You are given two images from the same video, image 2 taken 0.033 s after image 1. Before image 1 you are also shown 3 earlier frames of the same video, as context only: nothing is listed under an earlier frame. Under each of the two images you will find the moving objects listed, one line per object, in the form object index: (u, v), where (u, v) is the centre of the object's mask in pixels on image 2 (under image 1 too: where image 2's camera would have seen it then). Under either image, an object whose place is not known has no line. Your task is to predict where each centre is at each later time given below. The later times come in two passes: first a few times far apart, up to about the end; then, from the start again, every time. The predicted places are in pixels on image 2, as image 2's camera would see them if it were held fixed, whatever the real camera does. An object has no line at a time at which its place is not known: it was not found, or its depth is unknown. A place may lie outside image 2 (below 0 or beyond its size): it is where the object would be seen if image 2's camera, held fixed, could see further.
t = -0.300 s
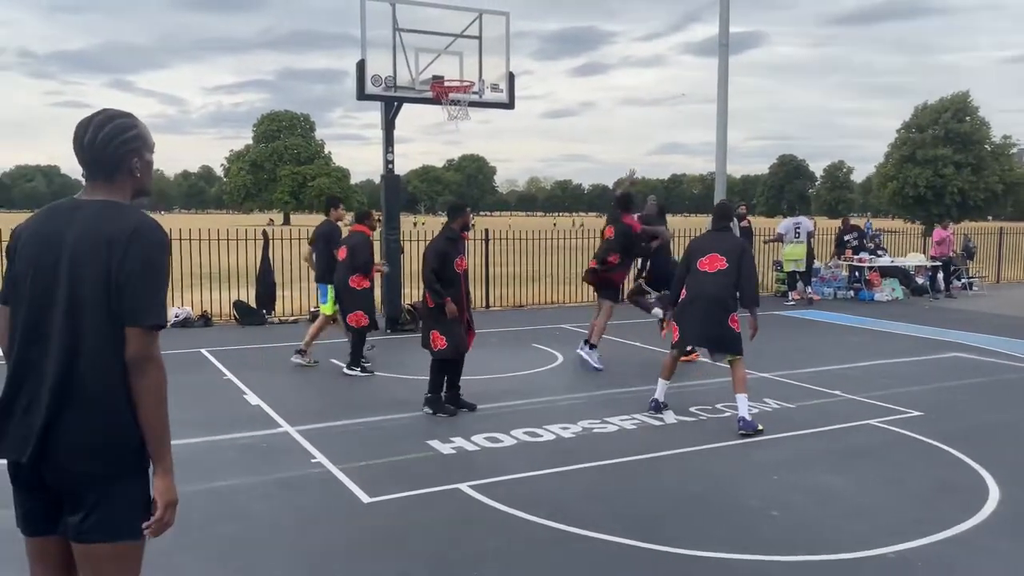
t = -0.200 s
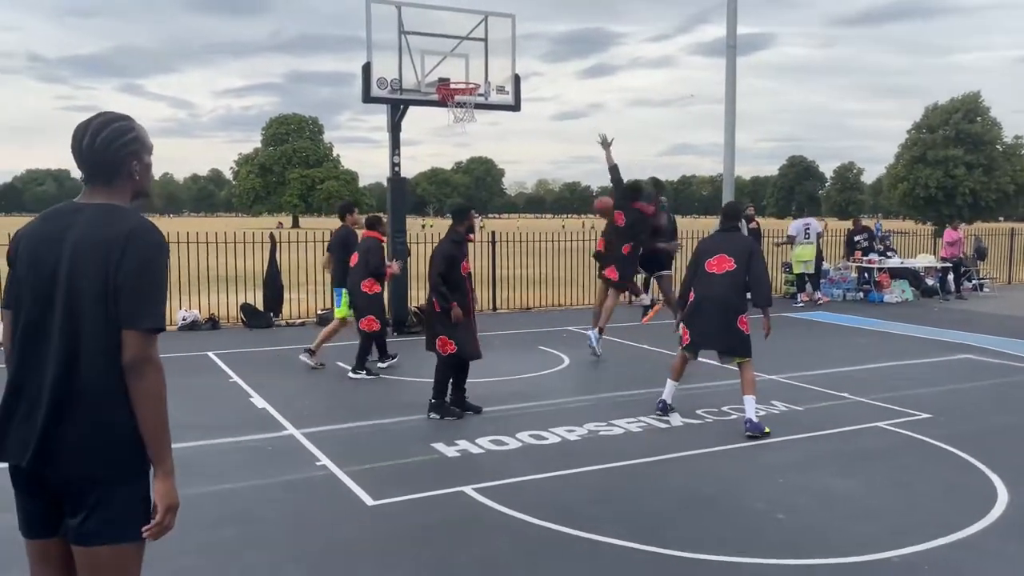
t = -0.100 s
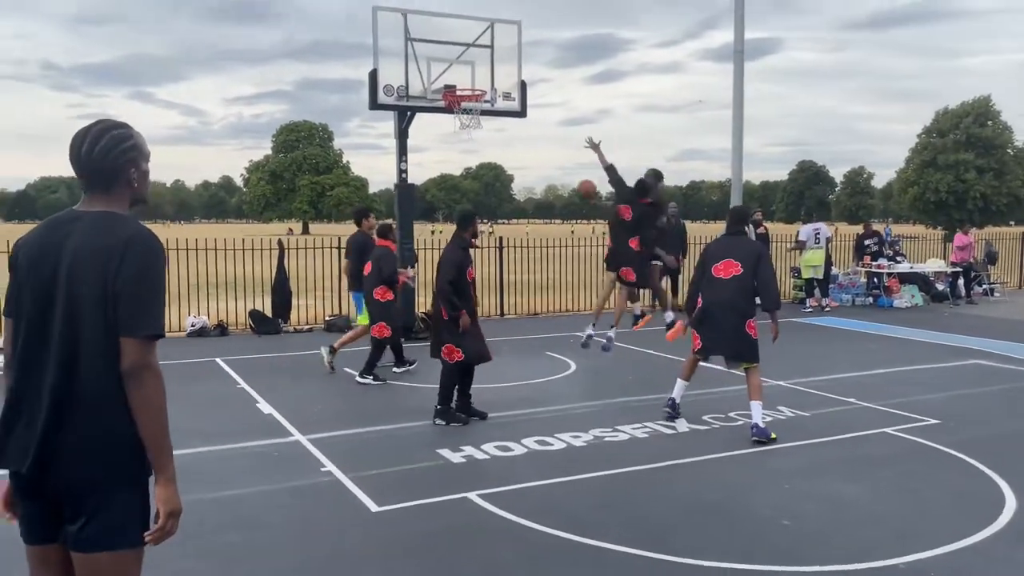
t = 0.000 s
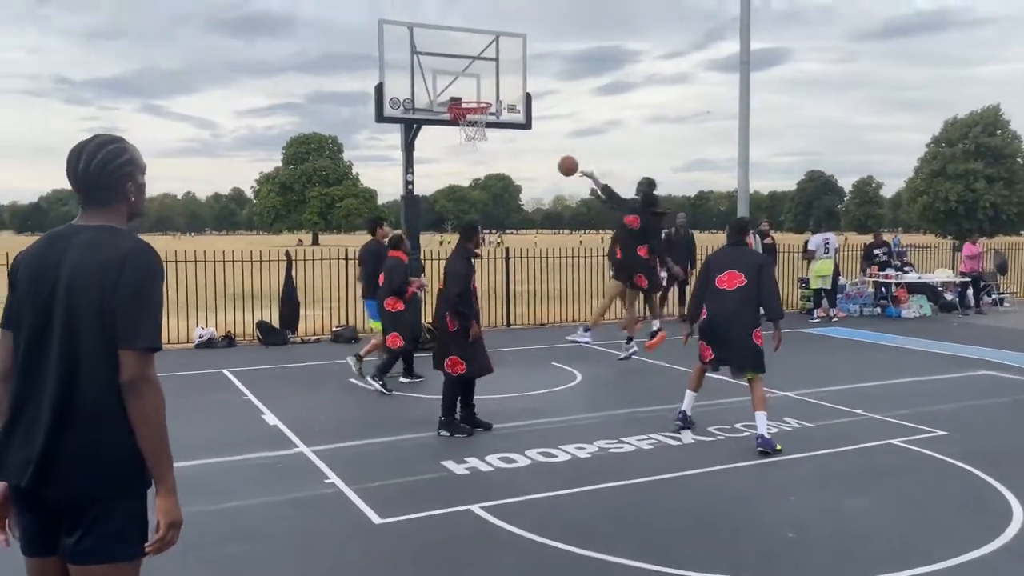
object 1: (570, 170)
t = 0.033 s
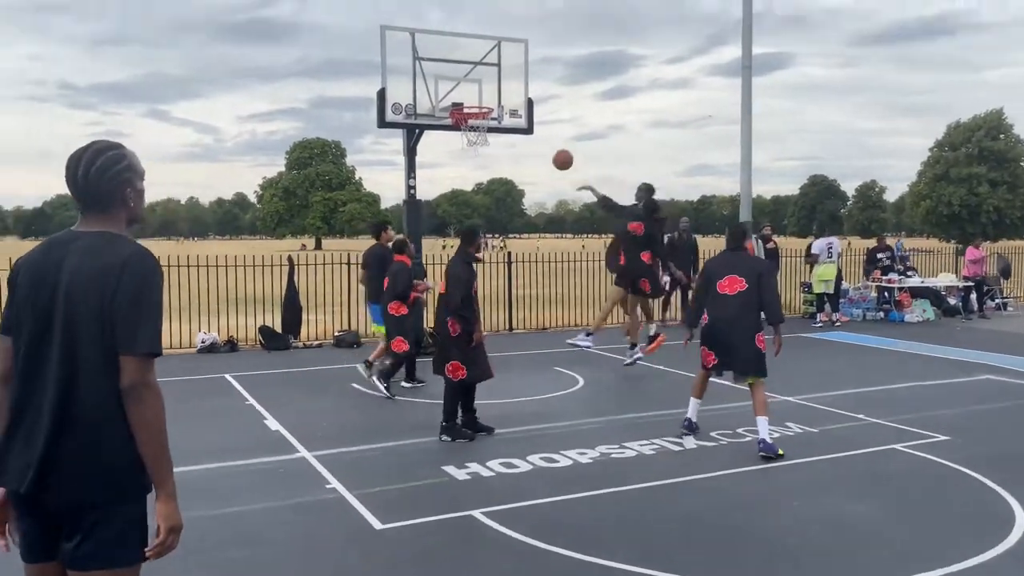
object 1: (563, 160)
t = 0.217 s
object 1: (515, 112)
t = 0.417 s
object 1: (450, 87)
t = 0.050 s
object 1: (559, 154)
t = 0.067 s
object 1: (555, 150)
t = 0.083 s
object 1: (551, 145)
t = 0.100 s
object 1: (547, 140)
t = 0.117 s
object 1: (543, 136)
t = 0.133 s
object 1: (539, 131)
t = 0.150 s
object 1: (536, 128)
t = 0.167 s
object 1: (531, 123)
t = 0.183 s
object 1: (525, 121)
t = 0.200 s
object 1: (520, 116)
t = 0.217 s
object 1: (515, 112)
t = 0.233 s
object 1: (510, 109)
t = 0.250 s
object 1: (506, 106)
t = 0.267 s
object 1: (501, 103)
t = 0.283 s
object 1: (496, 100)
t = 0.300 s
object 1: (490, 98)
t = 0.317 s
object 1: (485, 95)
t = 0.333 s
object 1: (479, 93)
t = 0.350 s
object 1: (474, 91)
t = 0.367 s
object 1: (468, 90)
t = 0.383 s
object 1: (463, 89)
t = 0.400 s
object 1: (456, 88)
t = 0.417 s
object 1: (450, 87)
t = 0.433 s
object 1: (444, 86)
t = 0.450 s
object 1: (438, 86)
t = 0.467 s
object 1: (431, 87)
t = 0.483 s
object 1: (424, 87)
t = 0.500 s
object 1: (417, 88)
